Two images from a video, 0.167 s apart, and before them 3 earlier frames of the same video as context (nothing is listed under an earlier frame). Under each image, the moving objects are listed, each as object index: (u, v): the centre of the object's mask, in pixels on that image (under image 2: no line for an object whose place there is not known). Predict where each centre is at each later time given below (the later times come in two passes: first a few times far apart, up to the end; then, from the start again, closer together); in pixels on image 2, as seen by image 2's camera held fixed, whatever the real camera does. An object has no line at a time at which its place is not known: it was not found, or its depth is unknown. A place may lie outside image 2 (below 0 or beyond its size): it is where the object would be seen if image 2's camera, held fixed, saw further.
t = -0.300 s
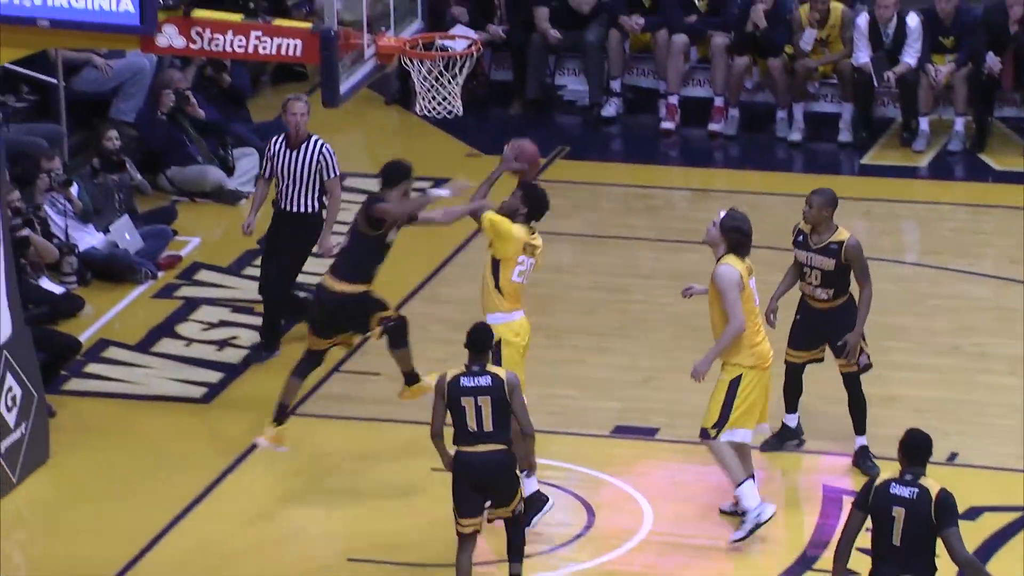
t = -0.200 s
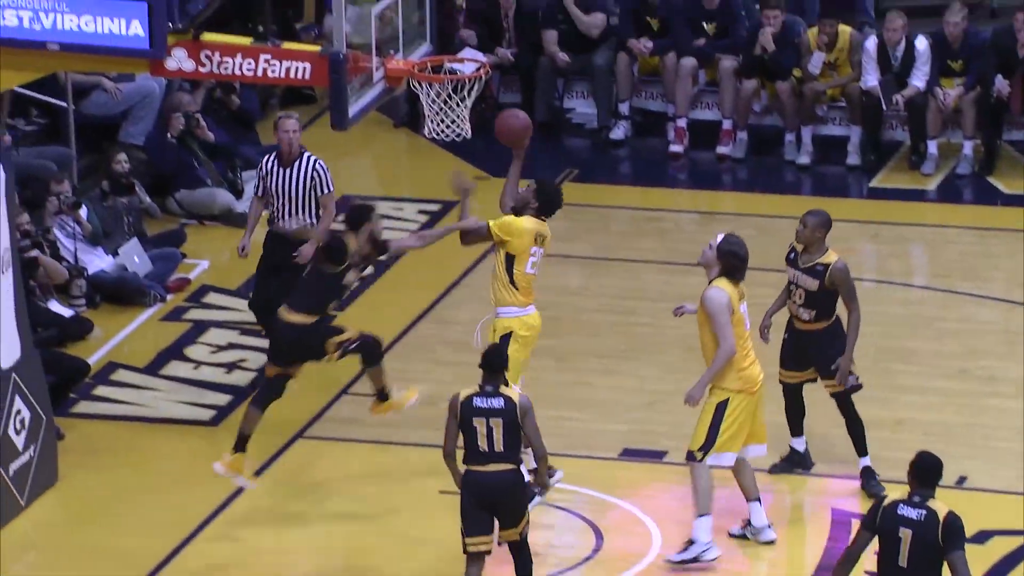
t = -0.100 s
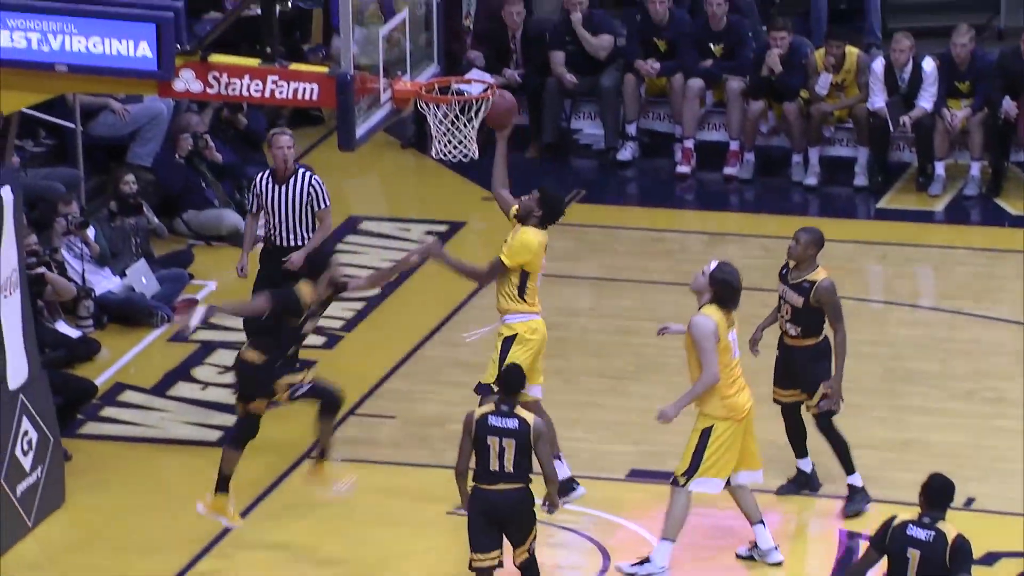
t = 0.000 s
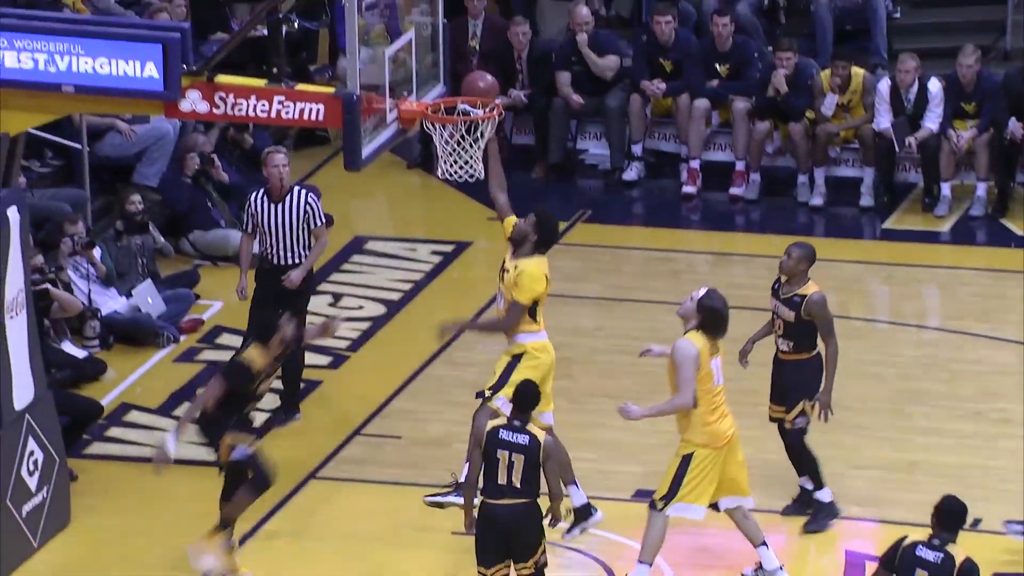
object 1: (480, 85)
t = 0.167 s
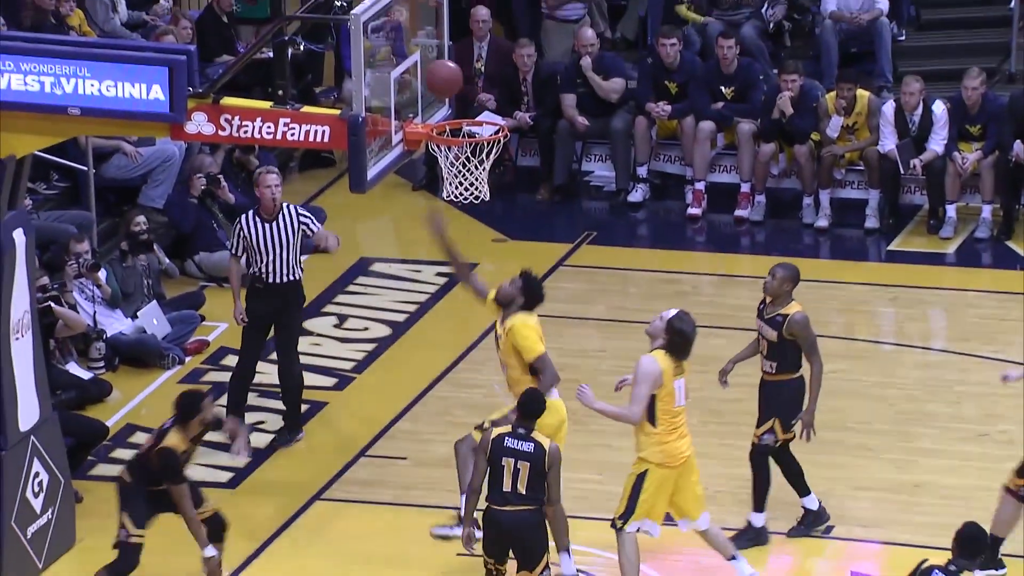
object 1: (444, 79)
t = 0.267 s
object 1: (438, 78)
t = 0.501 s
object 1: (463, 130)
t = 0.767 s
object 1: (490, 207)
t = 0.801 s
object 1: (492, 214)
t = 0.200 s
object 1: (435, 77)
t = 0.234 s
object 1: (434, 77)
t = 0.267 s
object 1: (438, 78)
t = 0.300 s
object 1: (441, 81)
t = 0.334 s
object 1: (444, 86)
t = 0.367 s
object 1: (448, 93)
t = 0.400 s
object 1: (452, 101)
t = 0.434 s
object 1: (455, 112)
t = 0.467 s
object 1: (459, 122)
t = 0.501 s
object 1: (463, 130)
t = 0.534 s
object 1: (468, 152)
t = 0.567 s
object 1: (472, 161)
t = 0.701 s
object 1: (486, 198)
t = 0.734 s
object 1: (489, 202)
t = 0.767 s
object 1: (490, 207)
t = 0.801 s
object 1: (492, 214)
